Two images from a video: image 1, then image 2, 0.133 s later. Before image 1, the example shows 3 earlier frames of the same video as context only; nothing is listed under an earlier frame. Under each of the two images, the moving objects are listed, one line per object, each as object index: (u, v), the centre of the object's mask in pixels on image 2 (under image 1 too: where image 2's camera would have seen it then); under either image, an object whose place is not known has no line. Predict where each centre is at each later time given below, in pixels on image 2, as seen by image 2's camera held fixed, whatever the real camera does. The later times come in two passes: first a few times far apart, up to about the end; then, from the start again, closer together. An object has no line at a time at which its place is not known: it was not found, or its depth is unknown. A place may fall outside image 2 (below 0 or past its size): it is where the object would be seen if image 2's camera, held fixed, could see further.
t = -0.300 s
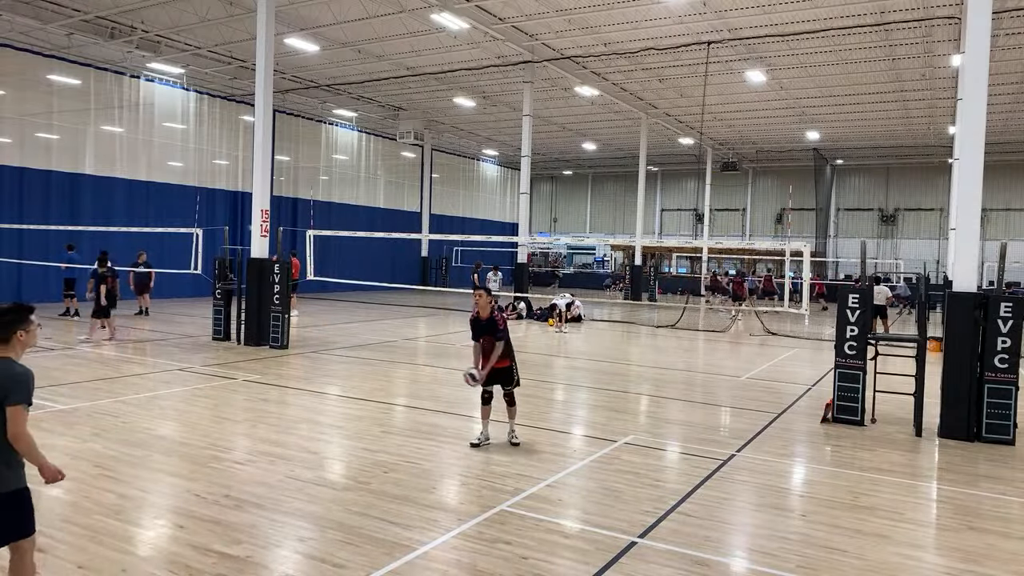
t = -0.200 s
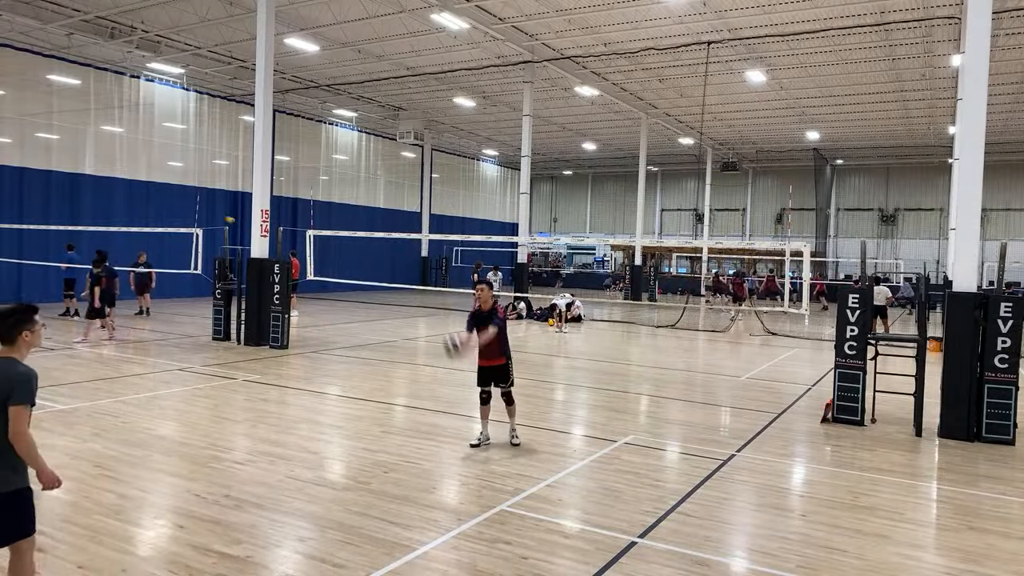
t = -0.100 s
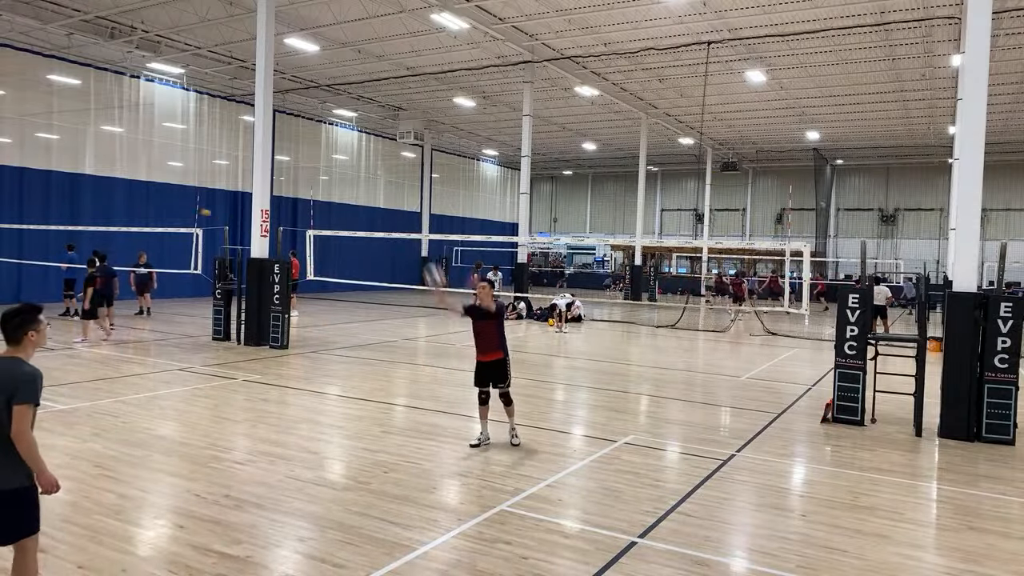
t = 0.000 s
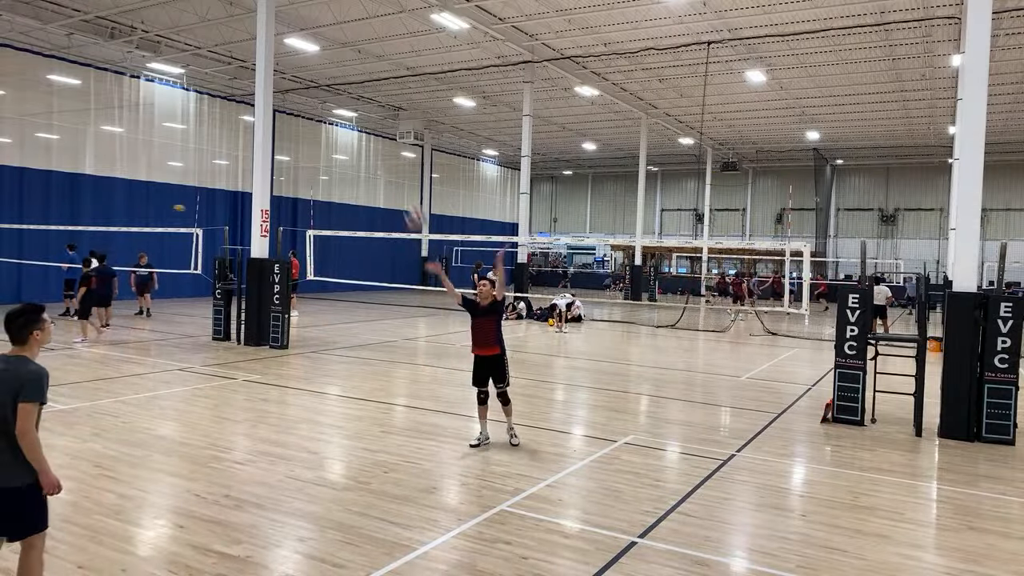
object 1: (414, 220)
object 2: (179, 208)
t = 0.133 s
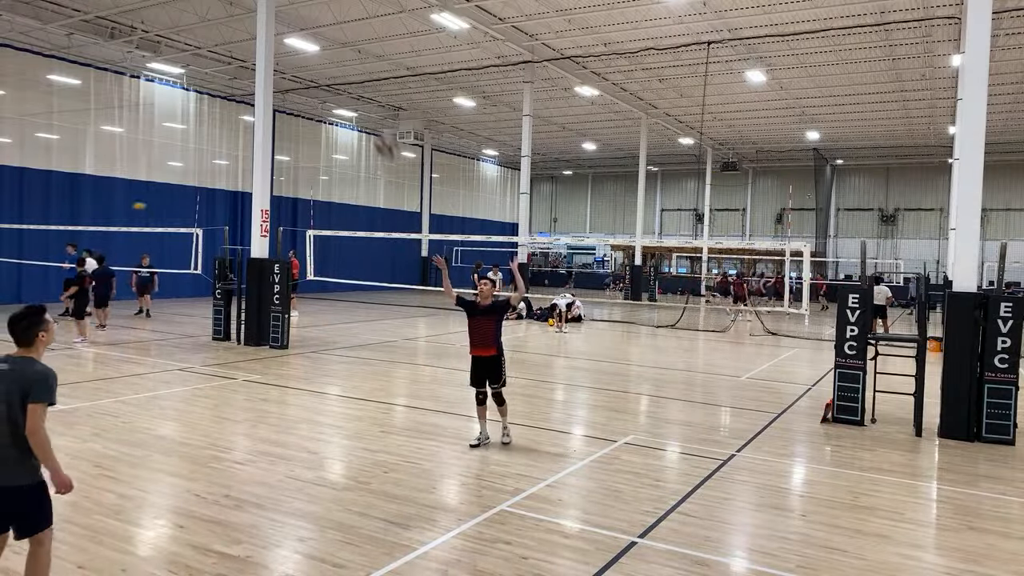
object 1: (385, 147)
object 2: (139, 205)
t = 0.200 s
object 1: (371, 115)
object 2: (116, 207)
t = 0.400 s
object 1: (320, 45)
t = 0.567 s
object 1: (269, 19)
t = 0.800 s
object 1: (188, 43)
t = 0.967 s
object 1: (118, 116)
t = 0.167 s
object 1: (378, 128)
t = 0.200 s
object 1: (371, 115)
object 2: (116, 207)
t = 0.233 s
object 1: (363, 99)
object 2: (105, 209)
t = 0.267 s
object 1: (356, 89)
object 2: (92, 210)
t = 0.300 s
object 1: (347, 76)
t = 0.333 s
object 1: (338, 64)
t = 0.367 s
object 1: (329, 54)
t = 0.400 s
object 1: (320, 45)
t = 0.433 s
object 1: (311, 36)
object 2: (23, 227)
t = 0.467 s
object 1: (301, 29)
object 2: (8, 233)
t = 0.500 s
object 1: (290, 24)
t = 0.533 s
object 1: (279, 21)
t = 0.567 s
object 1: (269, 19)
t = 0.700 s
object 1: (225, 24)
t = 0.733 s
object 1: (213, 28)
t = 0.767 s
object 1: (201, 36)
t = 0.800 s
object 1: (188, 43)
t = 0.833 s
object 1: (174, 54)
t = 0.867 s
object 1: (161, 64)
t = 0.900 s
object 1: (145, 83)
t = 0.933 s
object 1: (131, 100)
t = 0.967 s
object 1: (118, 116)
